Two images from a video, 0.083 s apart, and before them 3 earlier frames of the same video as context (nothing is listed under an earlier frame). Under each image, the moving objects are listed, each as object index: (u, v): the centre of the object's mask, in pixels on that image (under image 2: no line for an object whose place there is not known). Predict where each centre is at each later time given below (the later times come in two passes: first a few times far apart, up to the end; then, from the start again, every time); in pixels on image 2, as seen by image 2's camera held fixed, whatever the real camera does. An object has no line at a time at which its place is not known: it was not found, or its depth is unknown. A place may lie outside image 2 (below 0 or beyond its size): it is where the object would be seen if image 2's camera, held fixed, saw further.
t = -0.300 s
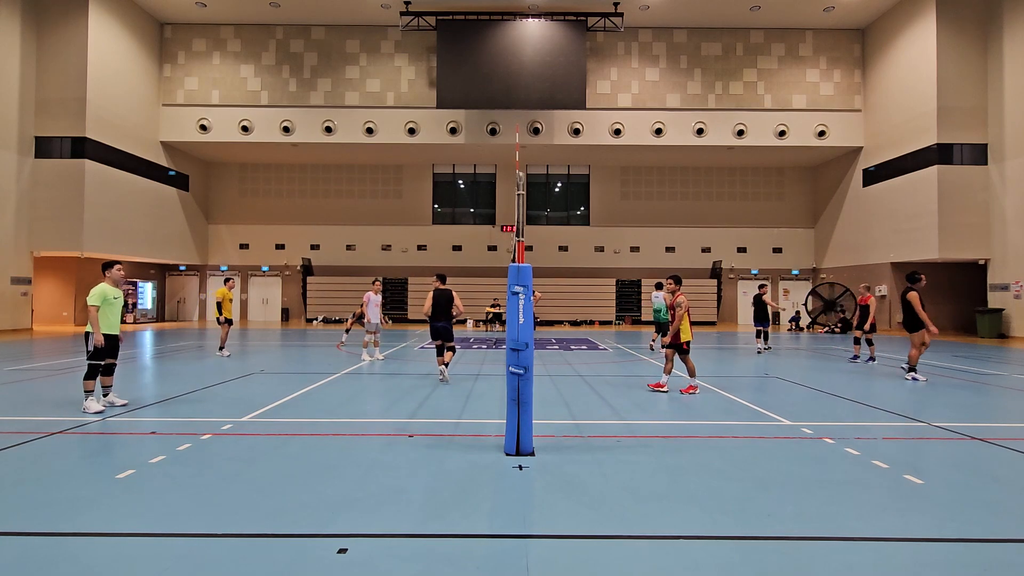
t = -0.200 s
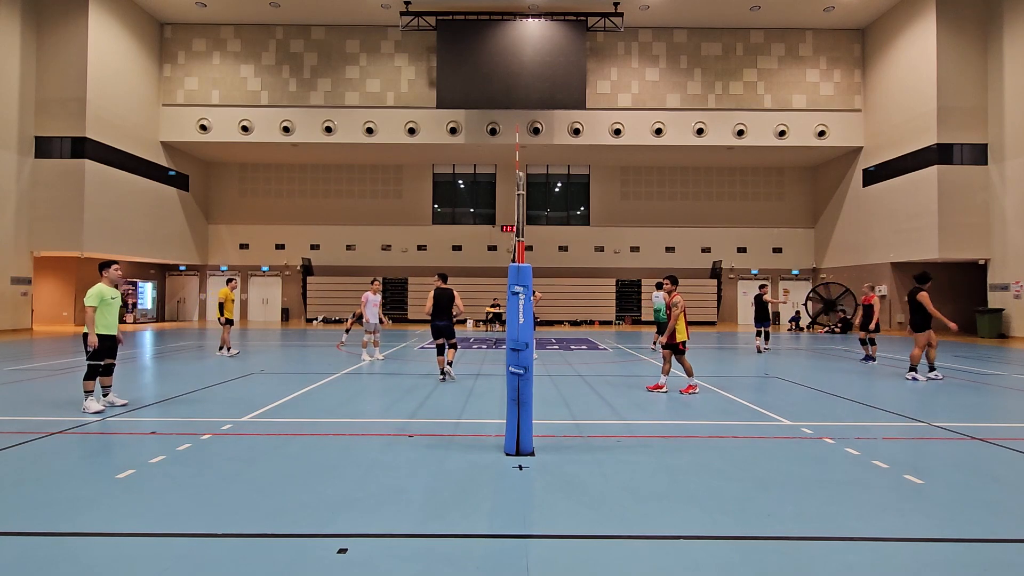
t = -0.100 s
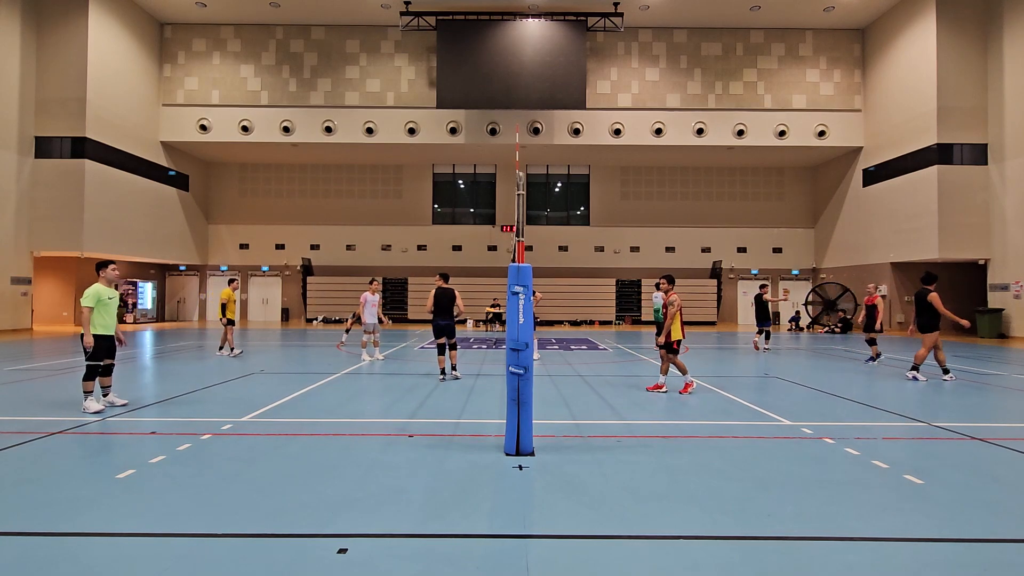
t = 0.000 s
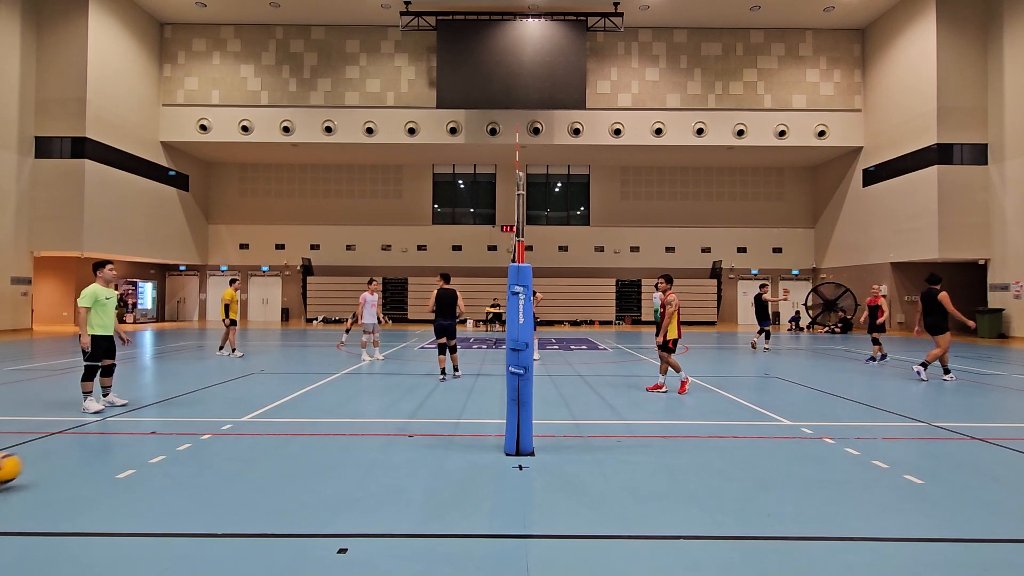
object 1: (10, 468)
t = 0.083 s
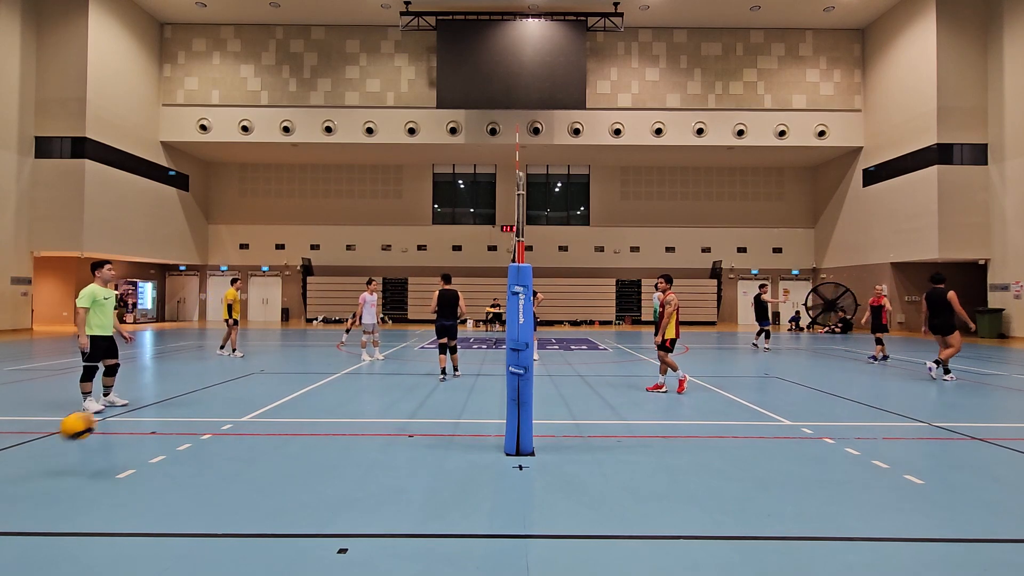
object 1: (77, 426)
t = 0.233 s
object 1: (189, 383)
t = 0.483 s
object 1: (321, 382)
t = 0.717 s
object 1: (408, 388)
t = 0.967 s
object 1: (478, 364)
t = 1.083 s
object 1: (502, 370)
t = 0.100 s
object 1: (91, 419)
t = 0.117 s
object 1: (105, 412)
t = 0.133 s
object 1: (118, 406)
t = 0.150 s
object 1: (131, 401)
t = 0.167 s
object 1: (143, 397)
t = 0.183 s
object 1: (155, 393)
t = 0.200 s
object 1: (166, 389)
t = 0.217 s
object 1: (178, 386)
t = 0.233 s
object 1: (189, 383)
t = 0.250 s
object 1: (199, 380)
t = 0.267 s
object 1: (209, 379)
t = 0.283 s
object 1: (220, 377)
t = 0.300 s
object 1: (229, 375)
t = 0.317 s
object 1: (239, 375)
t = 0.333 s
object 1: (248, 374)
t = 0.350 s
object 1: (257, 374)
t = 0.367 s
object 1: (265, 374)
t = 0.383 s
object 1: (274, 374)
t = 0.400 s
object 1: (283, 374)
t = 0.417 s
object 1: (290, 375)
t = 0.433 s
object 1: (298, 377)
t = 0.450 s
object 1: (306, 378)
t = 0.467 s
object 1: (313, 380)
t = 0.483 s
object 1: (321, 382)
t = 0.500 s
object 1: (328, 384)
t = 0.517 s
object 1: (335, 386)
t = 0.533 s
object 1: (342, 389)
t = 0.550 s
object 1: (348, 391)
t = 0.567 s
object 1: (355, 394)
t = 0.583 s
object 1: (361, 398)
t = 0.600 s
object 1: (367, 401)
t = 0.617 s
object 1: (373, 405)
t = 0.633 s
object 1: (379, 409)
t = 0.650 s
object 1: (385, 406)
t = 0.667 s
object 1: (391, 400)
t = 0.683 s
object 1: (397, 396)
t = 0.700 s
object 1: (402, 392)
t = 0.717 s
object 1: (408, 388)
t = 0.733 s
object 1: (413, 384)
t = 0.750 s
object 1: (418, 381)
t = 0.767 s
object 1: (423, 378)
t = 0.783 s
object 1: (428, 376)
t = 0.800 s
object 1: (433, 374)
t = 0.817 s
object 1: (438, 371)
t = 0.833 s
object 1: (442, 370)
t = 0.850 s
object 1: (447, 368)
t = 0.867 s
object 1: (453, 367)
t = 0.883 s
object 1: (457, 366)
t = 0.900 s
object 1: (462, 365)
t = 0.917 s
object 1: (466, 364)
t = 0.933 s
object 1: (470, 364)
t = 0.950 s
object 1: (474, 364)
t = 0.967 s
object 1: (478, 364)
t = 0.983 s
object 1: (482, 364)
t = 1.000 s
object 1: (486, 365)
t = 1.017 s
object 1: (490, 365)
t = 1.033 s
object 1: (493, 367)
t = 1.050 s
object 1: (497, 368)
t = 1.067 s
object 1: (500, 369)
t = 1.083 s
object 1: (502, 370)
